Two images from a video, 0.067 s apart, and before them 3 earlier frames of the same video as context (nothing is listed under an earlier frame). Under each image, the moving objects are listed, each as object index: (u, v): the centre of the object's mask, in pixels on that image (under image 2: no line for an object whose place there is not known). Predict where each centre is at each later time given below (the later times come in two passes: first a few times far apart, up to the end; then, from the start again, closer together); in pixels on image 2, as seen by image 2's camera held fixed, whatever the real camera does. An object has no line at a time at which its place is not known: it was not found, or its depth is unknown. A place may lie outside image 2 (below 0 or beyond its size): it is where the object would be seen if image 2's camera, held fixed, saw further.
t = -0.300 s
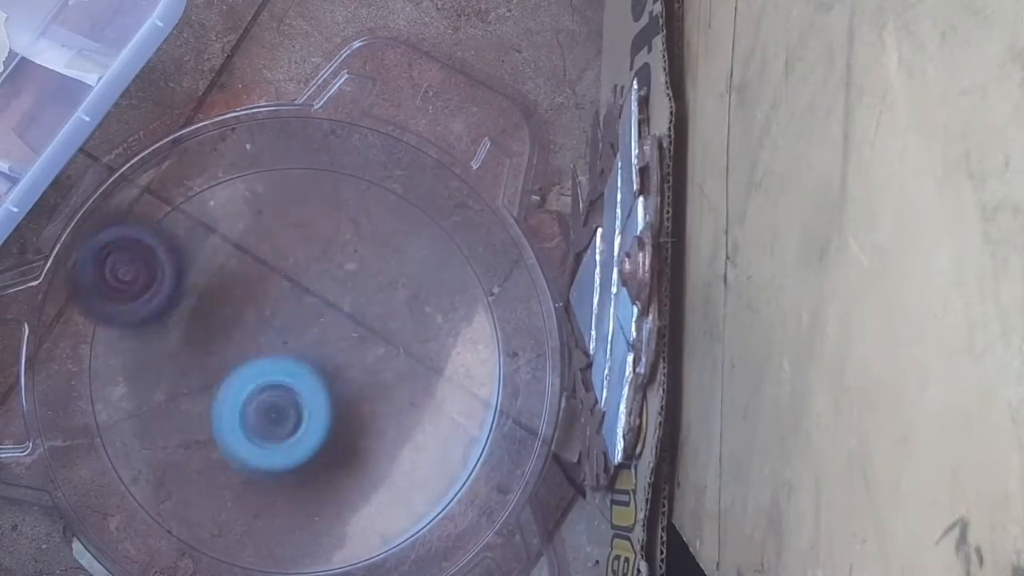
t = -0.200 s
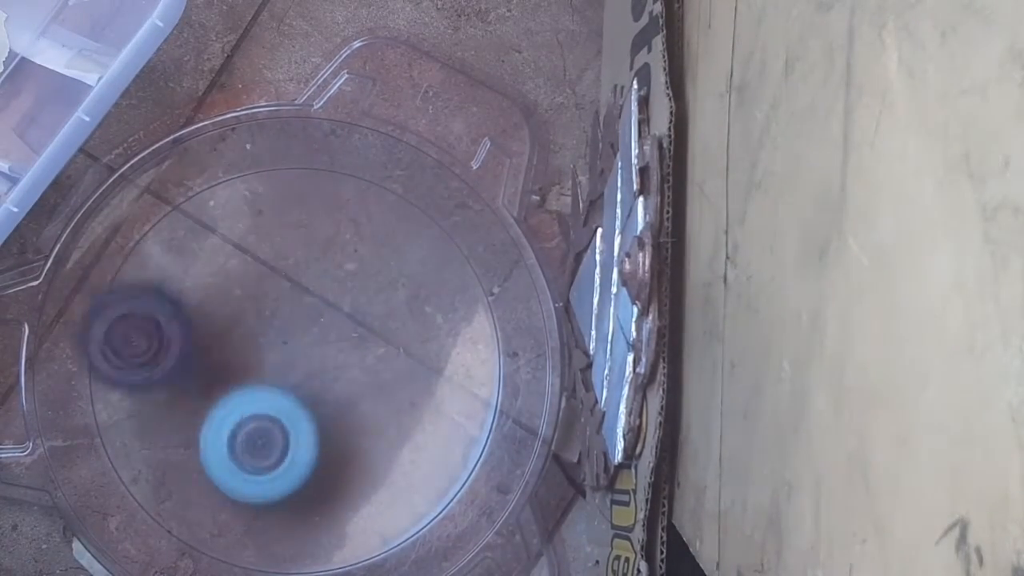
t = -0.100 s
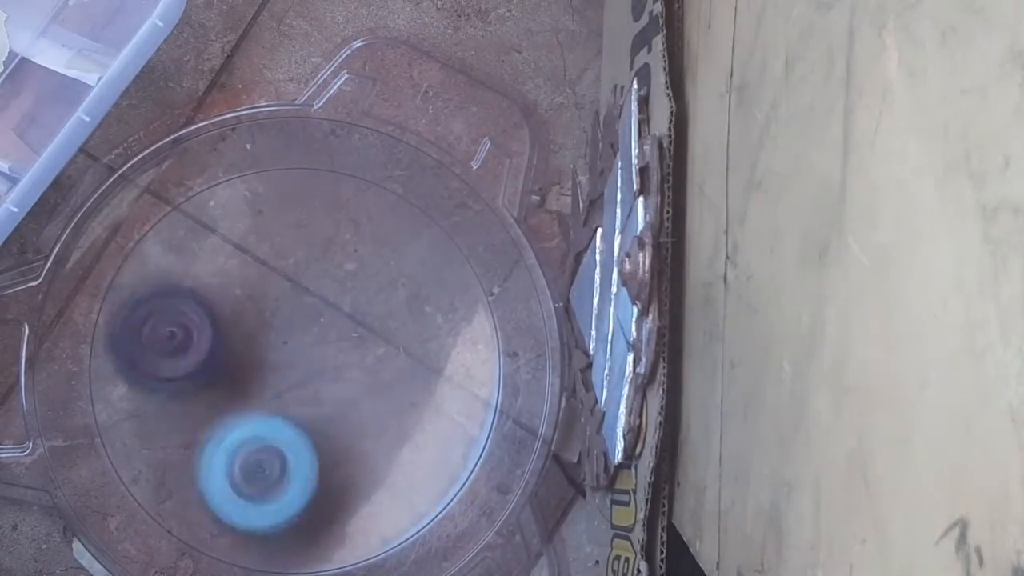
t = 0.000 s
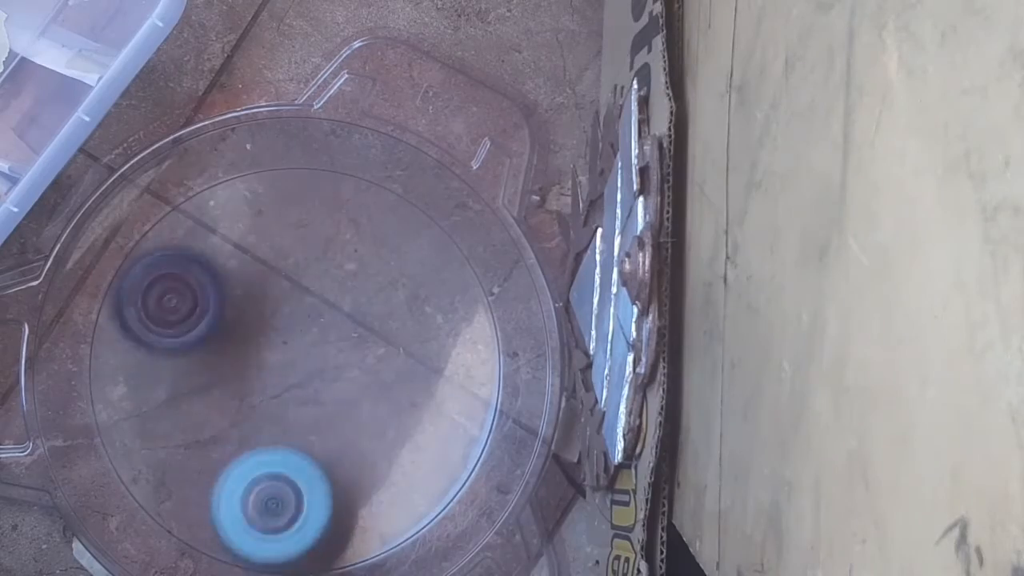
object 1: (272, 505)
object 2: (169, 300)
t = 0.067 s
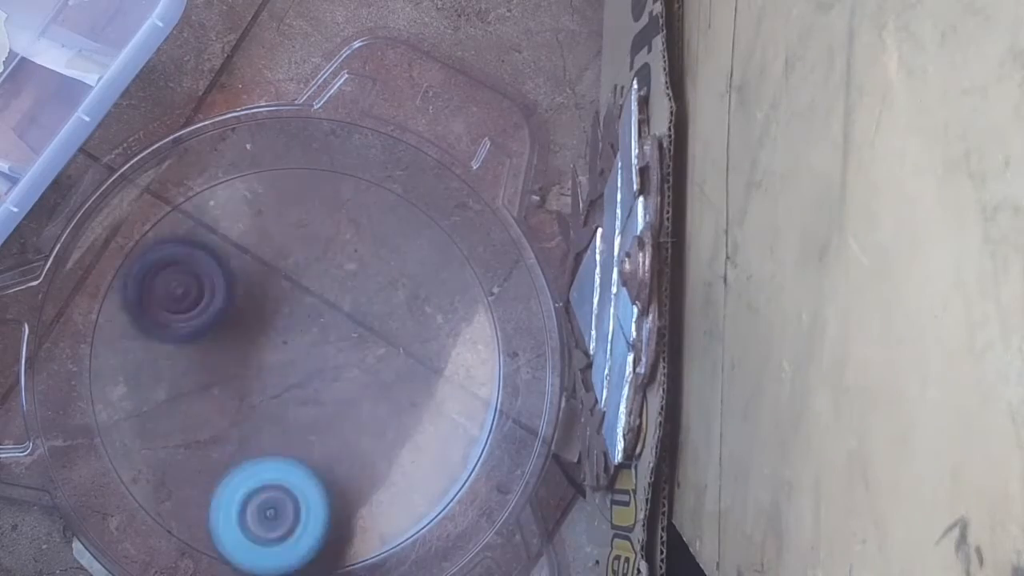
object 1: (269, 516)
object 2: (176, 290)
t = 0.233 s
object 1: (270, 486)
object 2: (211, 271)
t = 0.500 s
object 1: (342, 401)
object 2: (298, 277)
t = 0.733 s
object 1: (404, 445)
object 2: (292, 203)
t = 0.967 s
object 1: (345, 426)
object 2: (290, 265)
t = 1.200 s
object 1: (313, 406)
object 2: (250, 202)
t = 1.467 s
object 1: (309, 347)
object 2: (211, 254)
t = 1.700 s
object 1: (370, 400)
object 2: (135, 281)
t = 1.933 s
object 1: (317, 427)
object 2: (186, 368)
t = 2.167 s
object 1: (373, 437)
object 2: (125, 368)
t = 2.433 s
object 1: (354, 418)
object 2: (182, 373)
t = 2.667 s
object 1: (366, 357)
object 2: (198, 353)
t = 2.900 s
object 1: (359, 327)
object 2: (239, 347)
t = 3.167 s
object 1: (362, 305)
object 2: (245, 360)
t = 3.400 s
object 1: (371, 313)
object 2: (183, 401)
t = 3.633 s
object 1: (332, 347)
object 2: (194, 438)
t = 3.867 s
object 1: (303, 340)
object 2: (230, 462)
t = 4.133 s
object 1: (285, 333)
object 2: (283, 447)
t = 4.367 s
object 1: (258, 318)
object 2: (352, 469)
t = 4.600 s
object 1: (278, 328)
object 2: (386, 423)
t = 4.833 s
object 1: (240, 361)
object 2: (392, 383)
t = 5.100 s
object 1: (230, 381)
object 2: (368, 353)
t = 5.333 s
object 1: (253, 383)
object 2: (365, 346)
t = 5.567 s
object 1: (254, 384)
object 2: (366, 348)
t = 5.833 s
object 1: (253, 384)
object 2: (366, 348)
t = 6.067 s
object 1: (253, 384)
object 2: (367, 348)
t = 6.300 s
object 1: (253, 384)
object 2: (367, 348)
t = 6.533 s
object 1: (253, 384)
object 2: (366, 348)
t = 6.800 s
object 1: (253, 384)
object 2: (367, 348)
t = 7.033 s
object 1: (253, 384)
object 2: (367, 348)
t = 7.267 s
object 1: (253, 384)
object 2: (367, 348)
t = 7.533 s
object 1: (253, 384)
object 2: (367, 348)
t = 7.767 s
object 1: (253, 384)
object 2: (367, 348)
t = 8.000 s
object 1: (253, 384)
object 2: (367, 348)
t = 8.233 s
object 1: (254, 384)
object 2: (367, 348)
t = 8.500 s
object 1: (253, 384)
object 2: (367, 348)
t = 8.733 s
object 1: (253, 384)
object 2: (367, 348)
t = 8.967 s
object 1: (254, 384)
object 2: (366, 348)
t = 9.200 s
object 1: (254, 384)
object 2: (366, 348)
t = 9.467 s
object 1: (254, 384)
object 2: (366, 348)
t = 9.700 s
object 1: (254, 384)
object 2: (366, 348)
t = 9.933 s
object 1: (254, 384)
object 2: (366, 348)
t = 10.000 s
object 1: (254, 384)
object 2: (366, 348)
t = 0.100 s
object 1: (268, 516)
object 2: (182, 285)
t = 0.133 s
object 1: (268, 515)
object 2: (188, 279)
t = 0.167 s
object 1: (265, 512)
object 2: (196, 274)
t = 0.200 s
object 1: (264, 500)
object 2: (203, 273)
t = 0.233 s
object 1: (270, 486)
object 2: (211, 271)
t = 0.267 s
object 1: (277, 478)
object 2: (221, 268)
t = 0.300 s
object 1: (279, 464)
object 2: (231, 267)
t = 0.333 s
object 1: (289, 449)
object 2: (238, 266)
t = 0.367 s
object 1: (302, 439)
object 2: (250, 269)
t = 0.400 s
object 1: (308, 430)
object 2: (264, 270)
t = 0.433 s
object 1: (320, 416)
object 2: (276, 270)
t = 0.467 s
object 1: (333, 406)
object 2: (287, 273)
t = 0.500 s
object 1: (342, 401)
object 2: (298, 277)
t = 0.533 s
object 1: (353, 394)
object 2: (312, 276)
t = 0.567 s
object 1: (374, 406)
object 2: (309, 246)
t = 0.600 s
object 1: (387, 418)
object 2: (306, 227)
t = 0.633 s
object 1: (392, 423)
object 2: (302, 213)
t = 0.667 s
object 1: (402, 431)
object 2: (299, 207)
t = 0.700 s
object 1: (406, 442)
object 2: (294, 203)
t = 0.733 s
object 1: (404, 445)
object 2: (292, 203)
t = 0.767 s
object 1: (405, 454)
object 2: (291, 204)
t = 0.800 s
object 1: (397, 460)
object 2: (288, 208)
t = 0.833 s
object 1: (385, 459)
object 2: (285, 215)
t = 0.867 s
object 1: (378, 456)
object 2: (285, 227)
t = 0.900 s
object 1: (363, 452)
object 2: (287, 237)
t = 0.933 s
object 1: (350, 438)
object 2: (287, 248)
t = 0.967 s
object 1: (345, 426)
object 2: (290, 265)
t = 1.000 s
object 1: (333, 413)
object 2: (295, 280)
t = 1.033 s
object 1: (332, 406)
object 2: (297, 279)
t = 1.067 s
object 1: (334, 420)
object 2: (285, 250)
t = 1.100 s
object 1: (329, 422)
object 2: (279, 233)
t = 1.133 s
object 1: (327, 418)
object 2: (269, 218)
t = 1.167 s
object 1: (319, 417)
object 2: (259, 211)
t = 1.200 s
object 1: (313, 406)
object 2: (250, 202)
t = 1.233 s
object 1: (313, 405)
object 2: (240, 201)
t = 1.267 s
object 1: (305, 395)
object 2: (234, 201)
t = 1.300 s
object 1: (310, 384)
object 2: (223, 203)
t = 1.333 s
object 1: (303, 381)
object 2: (217, 209)
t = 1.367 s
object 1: (304, 369)
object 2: (213, 218)
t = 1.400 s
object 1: (307, 365)
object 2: (209, 228)
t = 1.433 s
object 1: (304, 352)
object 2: (211, 239)
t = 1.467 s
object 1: (309, 347)
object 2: (211, 254)
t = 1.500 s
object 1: (313, 347)
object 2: (207, 259)
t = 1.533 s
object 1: (334, 353)
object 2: (185, 251)
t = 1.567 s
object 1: (346, 364)
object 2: (169, 251)
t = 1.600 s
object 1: (358, 367)
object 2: (157, 255)
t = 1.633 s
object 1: (366, 381)
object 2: (147, 262)
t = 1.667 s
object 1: (366, 385)
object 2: (144, 270)
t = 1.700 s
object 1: (370, 400)
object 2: (135, 281)
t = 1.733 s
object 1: (363, 406)
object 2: (138, 294)
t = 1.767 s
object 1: (365, 415)
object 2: (139, 304)
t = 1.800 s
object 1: (354, 422)
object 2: (145, 318)
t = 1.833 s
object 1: (351, 423)
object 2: (150, 328)
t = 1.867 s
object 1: (336, 429)
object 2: (161, 343)
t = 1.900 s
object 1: (330, 423)
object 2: (175, 353)
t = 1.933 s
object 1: (317, 427)
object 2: (186, 368)
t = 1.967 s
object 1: (314, 417)
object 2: (201, 371)
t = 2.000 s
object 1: (332, 423)
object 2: (179, 365)
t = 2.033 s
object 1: (347, 423)
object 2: (159, 363)
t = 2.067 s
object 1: (358, 433)
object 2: (141, 363)
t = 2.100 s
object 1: (364, 431)
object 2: (136, 363)
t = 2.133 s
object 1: (370, 440)
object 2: (125, 365)
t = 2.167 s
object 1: (373, 437)
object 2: (125, 368)
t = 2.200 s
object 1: (376, 446)
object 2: (119, 370)
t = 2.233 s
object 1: (375, 439)
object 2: (126, 371)
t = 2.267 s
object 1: (374, 446)
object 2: (125, 373)
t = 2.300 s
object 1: (370, 437)
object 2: (136, 374)
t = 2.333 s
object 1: (369, 439)
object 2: (142, 375)
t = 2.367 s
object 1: (365, 427)
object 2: (155, 375)
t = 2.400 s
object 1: (359, 430)
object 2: (166, 376)
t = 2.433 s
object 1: (354, 418)
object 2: (182, 373)
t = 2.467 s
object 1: (347, 416)
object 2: (197, 374)
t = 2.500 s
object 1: (344, 401)
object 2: (217, 369)
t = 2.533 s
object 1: (344, 395)
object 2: (219, 367)
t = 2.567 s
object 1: (357, 380)
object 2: (207, 358)
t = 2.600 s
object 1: (358, 374)
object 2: (200, 353)
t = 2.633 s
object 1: (368, 367)
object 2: (200, 349)
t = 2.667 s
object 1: (366, 357)
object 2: (198, 353)
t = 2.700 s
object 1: (373, 355)
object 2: (201, 348)
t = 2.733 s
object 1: (371, 344)
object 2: (205, 352)
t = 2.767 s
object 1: (373, 344)
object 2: (209, 348)
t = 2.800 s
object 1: (373, 333)
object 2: (217, 350)
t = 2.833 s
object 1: (368, 336)
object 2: (225, 347)
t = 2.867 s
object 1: (369, 328)
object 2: (233, 346)
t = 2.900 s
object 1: (359, 327)
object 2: (239, 347)
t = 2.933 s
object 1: (367, 321)
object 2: (242, 347)
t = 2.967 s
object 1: (367, 313)
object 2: (234, 348)
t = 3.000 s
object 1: (371, 316)
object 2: (238, 348)
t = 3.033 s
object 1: (370, 309)
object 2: (236, 354)
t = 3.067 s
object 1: (369, 310)
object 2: (237, 351)
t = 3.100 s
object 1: (369, 304)
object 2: (239, 358)
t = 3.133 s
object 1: (365, 305)
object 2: (237, 359)
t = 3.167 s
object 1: (362, 305)
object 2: (245, 360)
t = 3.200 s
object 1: (352, 305)
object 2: (244, 367)
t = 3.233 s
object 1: (350, 312)
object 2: (243, 365)
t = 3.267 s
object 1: (360, 300)
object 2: (226, 369)
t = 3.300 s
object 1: (361, 305)
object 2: (209, 378)
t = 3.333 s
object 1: (369, 302)
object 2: (195, 384)
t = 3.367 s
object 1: (366, 302)
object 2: (188, 391)
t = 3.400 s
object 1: (371, 313)
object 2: (183, 401)
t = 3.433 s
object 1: (370, 308)
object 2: (176, 408)
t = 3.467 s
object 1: (366, 320)
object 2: (176, 411)
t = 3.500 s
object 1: (370, 322)
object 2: (182, 421)
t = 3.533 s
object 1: (357, 324)
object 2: (175, 430)
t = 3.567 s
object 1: (355, 335)
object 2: (178, 428)
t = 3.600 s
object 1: (345, 333)
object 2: (186, 428)
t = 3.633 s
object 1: (332, 347)
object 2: (194, 438)
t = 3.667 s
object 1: (329, 351)
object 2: (194, 439)
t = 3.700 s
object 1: (314, 352)
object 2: (204, 434)
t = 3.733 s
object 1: (309, 358)
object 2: (213, 439)
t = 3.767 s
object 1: (305, 346)
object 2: (216, 453)
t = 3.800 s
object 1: (294, 349)
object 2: (218, 452)
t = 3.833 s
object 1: (302, 355)
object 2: (228, 454)
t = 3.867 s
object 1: (303, 340)
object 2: (230, 462)
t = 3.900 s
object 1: (292, 336)
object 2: (230, 467)
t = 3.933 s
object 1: (299, 335)
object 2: (234, 463)
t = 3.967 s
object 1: (296, 326)
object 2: (245, 461)
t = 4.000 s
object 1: (284, 329)
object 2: (253, 465)
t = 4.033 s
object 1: (290, 338)
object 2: (256, 468)
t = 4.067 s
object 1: (295, 329)
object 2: (261, 457)
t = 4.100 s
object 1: (284, 325)
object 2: (273, 451)
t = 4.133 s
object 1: (285, 333)
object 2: (283, 447)
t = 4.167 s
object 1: (288, 325)
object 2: (286, 450)
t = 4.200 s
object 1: (279, 321)
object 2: (288, 447)
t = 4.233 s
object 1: (273, 329)
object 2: (307, 449)
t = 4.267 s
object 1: (274, 325)
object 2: (322, 464)
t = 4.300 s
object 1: (272, 314)
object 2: (341, 470)
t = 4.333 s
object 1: (262, 310)
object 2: (347, 470)
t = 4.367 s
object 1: (258, 318)
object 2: (352, 469)
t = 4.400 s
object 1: (267, 322)
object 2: (362, 464)
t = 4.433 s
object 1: (269, 318)
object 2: (370, 458)
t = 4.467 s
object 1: (264, 320)
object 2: (378, 455)
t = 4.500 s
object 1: (264, 330)
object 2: (378, 454)
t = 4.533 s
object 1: (277, 335)
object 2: (378, 447)
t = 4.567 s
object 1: (281, 330)
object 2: (380, 433)
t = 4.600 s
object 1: (278, 328)
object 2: (386, 423)
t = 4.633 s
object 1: (274, 338)
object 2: (388, 420)
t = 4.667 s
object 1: (280, 348)
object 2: (380, 411)
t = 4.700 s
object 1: (285, 348)
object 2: (384, 401)
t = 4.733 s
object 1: (276, 345)
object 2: (399, 400)
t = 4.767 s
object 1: (263, 342)
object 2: (402, 396)
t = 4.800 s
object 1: (249, 348)
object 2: (398, 392)
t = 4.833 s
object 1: (240, 361)
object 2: (392, 383)
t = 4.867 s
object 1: (244, 372)
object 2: (386, 374)
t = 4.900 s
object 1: (252, 373)
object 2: (384, 364)
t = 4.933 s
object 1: (253, 367)
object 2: (376, 359)
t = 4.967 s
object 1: (248, 365)
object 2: (376, 356)
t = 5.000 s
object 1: (236, 365)
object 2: (385, 356)
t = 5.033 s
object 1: (228, 369)
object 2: (385, 357)
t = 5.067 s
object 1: (227, 375)
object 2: (379, 358)
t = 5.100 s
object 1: (230, 381)
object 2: (368, 353)
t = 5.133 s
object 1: (235, 387)
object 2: (364, 346)
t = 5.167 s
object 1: (242, 389)
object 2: (359, 341)
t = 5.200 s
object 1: (247, 389)
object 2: (356, 339)
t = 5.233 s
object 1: (251, 387)
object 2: (359, 342)
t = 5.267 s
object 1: (252, 386)
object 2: (362, 344)
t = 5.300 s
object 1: (253, 384)
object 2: (364, 345)
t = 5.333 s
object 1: (253, 383)
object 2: (365, 346)
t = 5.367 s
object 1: (253, 383)
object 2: (366, 348)
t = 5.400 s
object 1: (253, 384)
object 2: (366, 348)
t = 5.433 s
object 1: (253, 385)
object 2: (366, 349)
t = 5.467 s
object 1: (253, 384)
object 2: (366, 348)
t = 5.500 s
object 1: (253, 384)
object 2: (366, 348)
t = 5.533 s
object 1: (254, 384)
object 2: (366, 348)
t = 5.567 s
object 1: (254, 384)
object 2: (366, 348)
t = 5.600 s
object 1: (253, 384)
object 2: (366, 348)
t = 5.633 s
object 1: (253, 384)
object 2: (366, 348)
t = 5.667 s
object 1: (253, 384)
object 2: (366, 348)
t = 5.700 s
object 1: (253, 384)
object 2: (366, 348)
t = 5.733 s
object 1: (253, 384)
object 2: (367, 348)
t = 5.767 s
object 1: (253, 384)
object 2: (366, 348)
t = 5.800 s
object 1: (253, 384)
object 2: (366, 348)
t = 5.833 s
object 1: (253, 384)
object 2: (366, 348)
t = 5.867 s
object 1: (253, 384)
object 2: (366, 348)
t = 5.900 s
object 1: (253, 384)
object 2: (366, 348)
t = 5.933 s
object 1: (253, 384)
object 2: (367, 348)
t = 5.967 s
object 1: (253, 384)
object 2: (367, 348)
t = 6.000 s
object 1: (253, 384)
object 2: (366, 348)
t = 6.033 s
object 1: (253, 384)
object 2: (367, 348)
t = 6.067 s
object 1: (253, 384)
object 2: (367, 348)
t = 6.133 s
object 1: (253, 384)
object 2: (367, 348)
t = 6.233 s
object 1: (253, 384)
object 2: (366, 348)
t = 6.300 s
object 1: (253, 384)
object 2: (367, 348)
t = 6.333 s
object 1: (253, 384)
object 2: (367, 348)
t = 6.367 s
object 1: (253, 384)
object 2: (367, 348)
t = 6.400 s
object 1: (253, 384)
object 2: (367, 348)
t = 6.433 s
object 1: (253, 384)
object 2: (367, 348)
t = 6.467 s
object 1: (253, 384)
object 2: (367, 348)
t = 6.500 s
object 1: (253, 384)
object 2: (367, 348)
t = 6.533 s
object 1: (253, 384)
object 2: (366, 348)
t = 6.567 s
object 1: (253, 384)
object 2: (367, 348)
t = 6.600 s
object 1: (253, 384)
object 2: (367, 348)
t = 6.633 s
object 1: (253, 384)
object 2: (367, 348)
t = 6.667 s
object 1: (253, 384)
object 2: (366, 348)
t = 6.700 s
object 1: (253, 384)
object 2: (366, 348)
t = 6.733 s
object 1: (253, 384)
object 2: (366, 348)
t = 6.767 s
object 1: (253, 384)
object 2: (367, 348)
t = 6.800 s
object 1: (253, 384)
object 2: (367, 348)
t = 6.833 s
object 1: (253, 384)
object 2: (367, 348)
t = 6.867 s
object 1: (253, 384)
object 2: (367, 348)
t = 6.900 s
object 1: (253, 384)
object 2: (367, 348)
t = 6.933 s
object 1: (253, 384)
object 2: (367, 348)
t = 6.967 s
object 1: (253, 384)
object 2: (367, 348)
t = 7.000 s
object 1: (253, 384)
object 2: (367, 348)
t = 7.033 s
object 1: (253, 384)
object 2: (367, 348)
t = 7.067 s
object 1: (253, 384)
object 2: (367, 348)
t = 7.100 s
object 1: (253, 384)
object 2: (367, 348)
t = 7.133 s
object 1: (253, 384)
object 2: (367, 348)
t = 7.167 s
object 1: (253, 384)
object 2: (367, 348)
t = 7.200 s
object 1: (253, 384)
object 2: (367, 348)
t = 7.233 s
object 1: (253, 384)
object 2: (367, 348)
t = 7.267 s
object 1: (253, 384)
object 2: (367, 348)
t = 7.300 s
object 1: (253, 384)
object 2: (367, 348)
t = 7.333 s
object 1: (253, 384)
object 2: (367, 348)
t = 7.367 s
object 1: (253, 384)
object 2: (367, 348)
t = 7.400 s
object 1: (253, 384)
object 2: (367, 348)
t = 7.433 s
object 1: (253, 384)
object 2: (367, 348)
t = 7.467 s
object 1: (253, 384)
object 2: (367, 348)
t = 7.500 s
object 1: (253, 384)
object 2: (367, 348)
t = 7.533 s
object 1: (253, 384)
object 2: (367, 348)
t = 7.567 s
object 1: (253, 384)
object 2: (367, 348)
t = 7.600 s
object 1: (253, 384)
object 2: (367, 348)
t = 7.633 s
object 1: (253, 384)
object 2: (367, 348)
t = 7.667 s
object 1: (253, 384)
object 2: (367, 348)
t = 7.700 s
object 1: (253, 384)
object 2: (367, 348)
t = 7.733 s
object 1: (253, 384)
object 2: (367, 348)
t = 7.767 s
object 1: (253, 384)
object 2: (367, 348)
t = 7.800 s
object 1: (253, 384)
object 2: (367, 348)
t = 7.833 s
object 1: (253, 384)
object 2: (367, 348)
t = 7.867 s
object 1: (253, 384)
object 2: (367, 348)
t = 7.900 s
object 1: (253, 384)
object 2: (367, 348)
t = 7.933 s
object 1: (253, 384)
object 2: (367, 348)
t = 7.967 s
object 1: (253, 384)
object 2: (367, 348)
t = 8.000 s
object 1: (253, 384)
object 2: (367, 348)
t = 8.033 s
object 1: (253, 384)
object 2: (367, 348)
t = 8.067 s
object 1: (253, 384)
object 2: (367, 348)
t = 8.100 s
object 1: (253, 384)
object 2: (367, 348)
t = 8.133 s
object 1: (253, 384)
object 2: (367, 348)
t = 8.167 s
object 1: (253, 384)
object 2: (367, 348)
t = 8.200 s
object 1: (254, 384)
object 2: (367, 348)
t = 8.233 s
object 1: (254, 384)
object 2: (367, 348)
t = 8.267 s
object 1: (253, 384)
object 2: (367, 348)
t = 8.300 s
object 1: (253, 384)
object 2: (367, 348)
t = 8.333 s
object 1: (253, 384)
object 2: (367, 348)
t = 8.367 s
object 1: (253, 384)
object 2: (367, 348)
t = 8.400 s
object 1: (253, 384)
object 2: (367, 348)
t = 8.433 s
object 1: (253, 384)
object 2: (367, 348)
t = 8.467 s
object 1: (253, 384)
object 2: (367, 348)
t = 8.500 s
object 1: (253, 384)
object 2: (367, 348)
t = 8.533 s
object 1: (253, 384)
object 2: (367, 348)
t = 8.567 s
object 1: (253, 384)
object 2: (367, 348)
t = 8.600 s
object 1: (253, 384)
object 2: (367, 348)
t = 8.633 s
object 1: (253, 384)
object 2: (367, 348)
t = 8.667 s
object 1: (253, 384)
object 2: (366, 348)
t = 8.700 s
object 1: (253, 384)
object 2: (366, 348)
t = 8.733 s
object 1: (253, 384)
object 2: (367, 348)
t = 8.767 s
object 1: (253, 384)
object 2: (366, 348)
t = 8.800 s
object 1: (253, 384)
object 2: (366, 348)
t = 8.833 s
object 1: (253, 384)
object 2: (366, 348)
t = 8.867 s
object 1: (254, 384)
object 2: (366, 348)
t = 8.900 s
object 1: (254, 384)
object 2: (366, 348)
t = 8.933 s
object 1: (254, 384)
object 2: (366, 348)
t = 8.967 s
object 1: (254, 384)
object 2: (366, 348)
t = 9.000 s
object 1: (254, 384)
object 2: (366, 348)
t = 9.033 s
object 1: (254, 384)
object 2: (366, 348)
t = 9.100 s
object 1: (254, 384)
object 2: (366, 348)
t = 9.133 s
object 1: (254, 384)
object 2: (366, 348)
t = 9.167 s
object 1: (254, 384)
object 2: (366, 348)
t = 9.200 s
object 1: (254, 384)
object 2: (366, 348)
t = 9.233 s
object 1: (254, 384)
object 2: (366, 348)
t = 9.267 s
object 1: (254, 384)
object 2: (366, 348)
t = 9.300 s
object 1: (254, 384)
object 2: (366, 348)
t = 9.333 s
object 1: (254, 384)
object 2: (366, 348)
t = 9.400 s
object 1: (254, 384)
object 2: (366, 348)
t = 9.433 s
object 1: (254, 384)
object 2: (366, 348)
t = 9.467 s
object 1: (254, 384)
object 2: (366, 348)
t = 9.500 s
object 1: (254, 384)
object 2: (366, 348)
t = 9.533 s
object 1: (254, 384)
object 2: (366, 348)
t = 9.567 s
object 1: (254, 384)
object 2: (366, 348)
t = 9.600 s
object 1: (254, 384)
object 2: (366, 348)
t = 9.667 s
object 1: (254, 384)
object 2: (366, 348)
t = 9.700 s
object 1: (254, 384)
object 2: (366, 348)
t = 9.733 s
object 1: (254, 384)
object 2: (366, 348)
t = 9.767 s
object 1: (254, 384)
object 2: (366, 348)
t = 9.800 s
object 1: (254, 384)
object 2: (366, 348)
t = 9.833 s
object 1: (254, 384)
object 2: (366, 348)
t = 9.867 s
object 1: (254, 384)
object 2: (366, 348)
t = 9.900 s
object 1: (254, 384)
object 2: (366, 348)
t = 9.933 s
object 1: (254, 384)
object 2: (366, 348)
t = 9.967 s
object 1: (254, 384)
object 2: (366, 348)
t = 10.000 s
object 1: (254, 384)
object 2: (366, 348)
